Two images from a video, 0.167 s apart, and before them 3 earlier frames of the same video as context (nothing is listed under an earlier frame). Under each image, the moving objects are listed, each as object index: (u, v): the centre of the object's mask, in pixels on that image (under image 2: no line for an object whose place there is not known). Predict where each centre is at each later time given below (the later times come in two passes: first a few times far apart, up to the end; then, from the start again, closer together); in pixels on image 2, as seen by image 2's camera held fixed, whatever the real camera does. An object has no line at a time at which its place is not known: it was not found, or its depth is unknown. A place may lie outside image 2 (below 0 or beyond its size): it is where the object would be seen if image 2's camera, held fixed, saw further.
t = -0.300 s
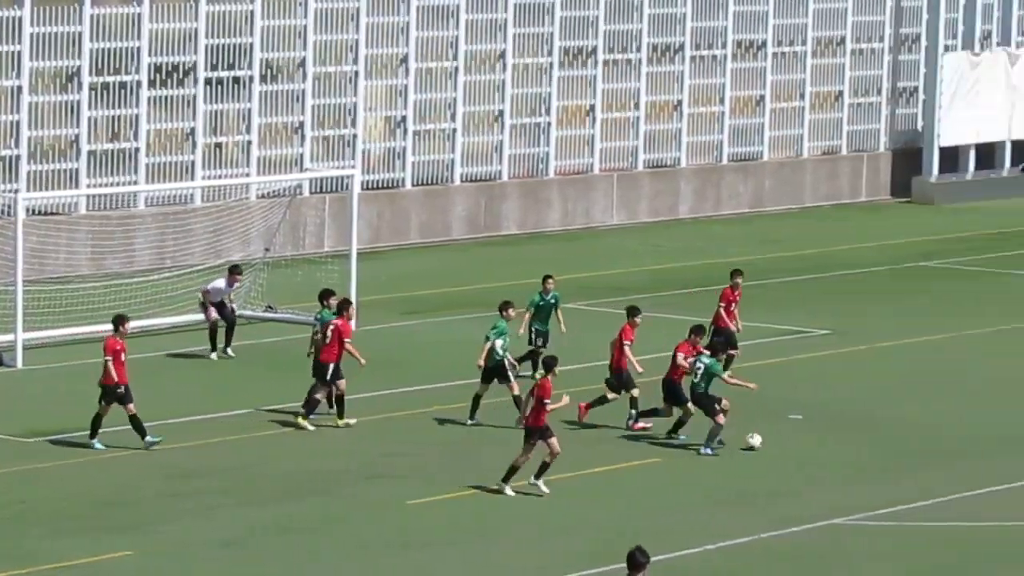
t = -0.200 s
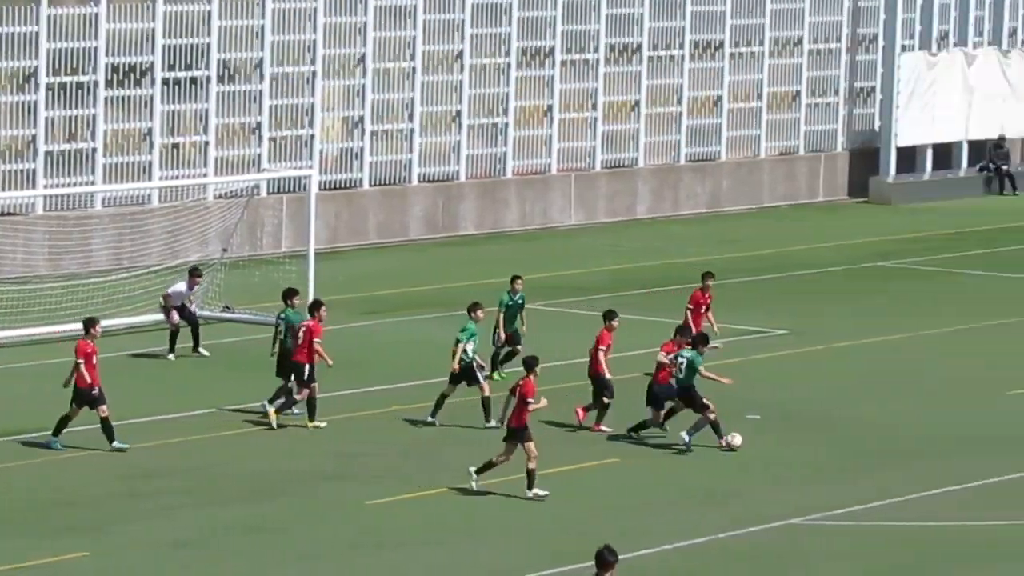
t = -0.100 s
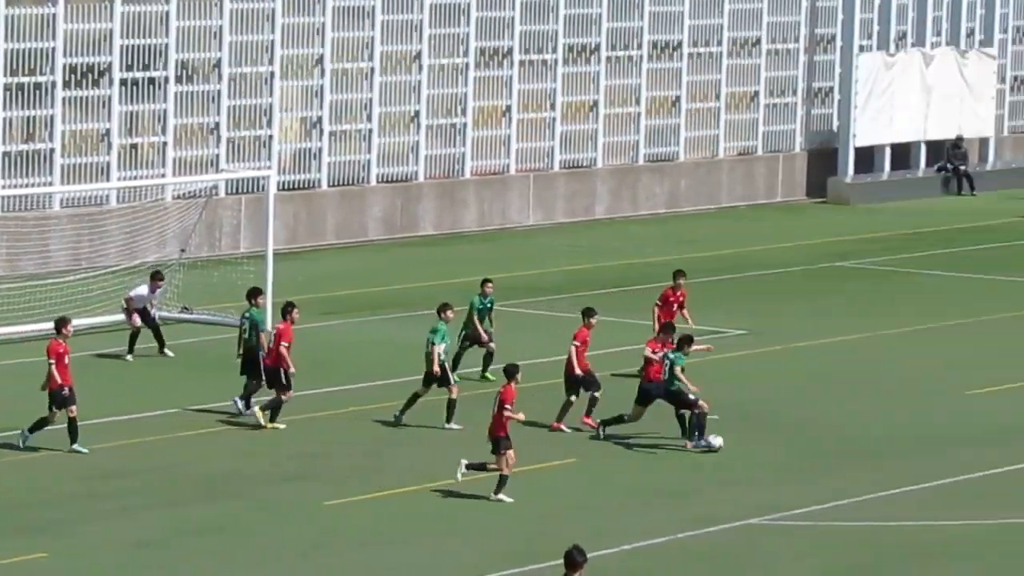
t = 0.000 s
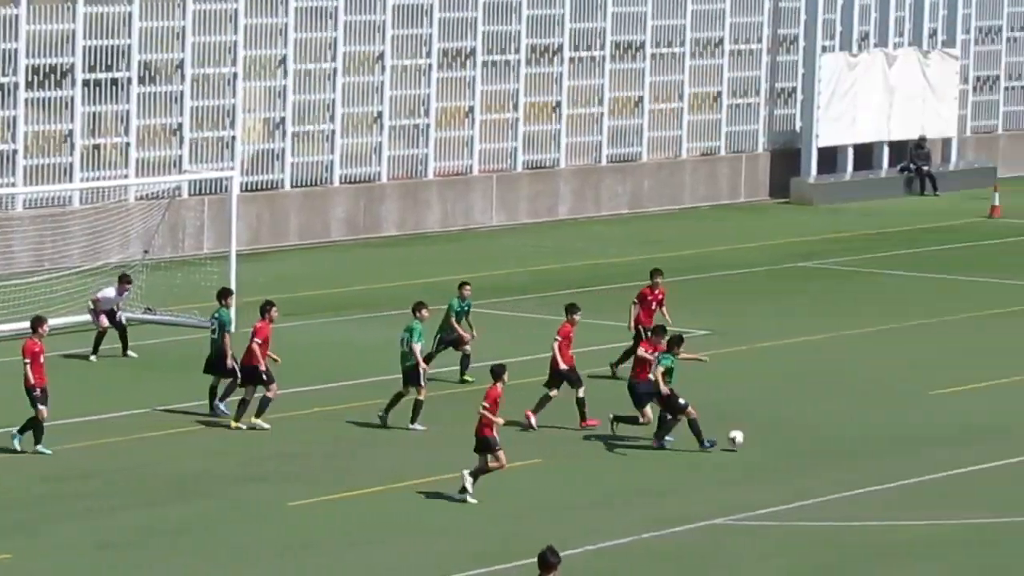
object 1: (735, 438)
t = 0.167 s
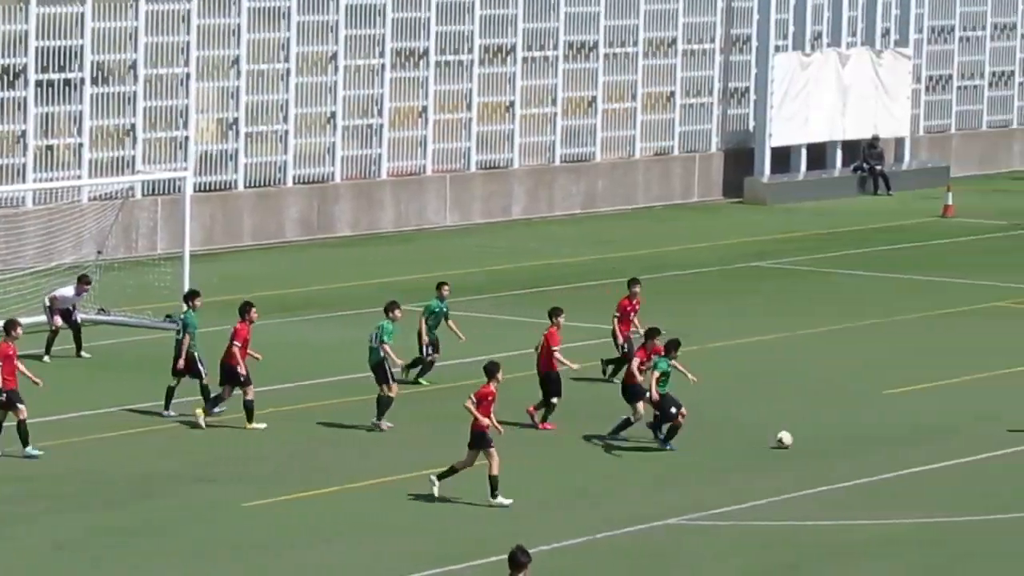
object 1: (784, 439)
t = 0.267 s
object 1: (831, 434)
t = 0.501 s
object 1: (932, 436)
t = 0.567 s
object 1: (957, 435)
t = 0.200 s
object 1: (800, 437)
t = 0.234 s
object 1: (816, 435)
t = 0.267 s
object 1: (831, 434)
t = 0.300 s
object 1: (846, 435)
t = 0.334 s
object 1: (861, 436)
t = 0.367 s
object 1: (877, 437)
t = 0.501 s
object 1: (932, 436)
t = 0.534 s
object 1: (944, 435)
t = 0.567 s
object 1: (957, 435)
